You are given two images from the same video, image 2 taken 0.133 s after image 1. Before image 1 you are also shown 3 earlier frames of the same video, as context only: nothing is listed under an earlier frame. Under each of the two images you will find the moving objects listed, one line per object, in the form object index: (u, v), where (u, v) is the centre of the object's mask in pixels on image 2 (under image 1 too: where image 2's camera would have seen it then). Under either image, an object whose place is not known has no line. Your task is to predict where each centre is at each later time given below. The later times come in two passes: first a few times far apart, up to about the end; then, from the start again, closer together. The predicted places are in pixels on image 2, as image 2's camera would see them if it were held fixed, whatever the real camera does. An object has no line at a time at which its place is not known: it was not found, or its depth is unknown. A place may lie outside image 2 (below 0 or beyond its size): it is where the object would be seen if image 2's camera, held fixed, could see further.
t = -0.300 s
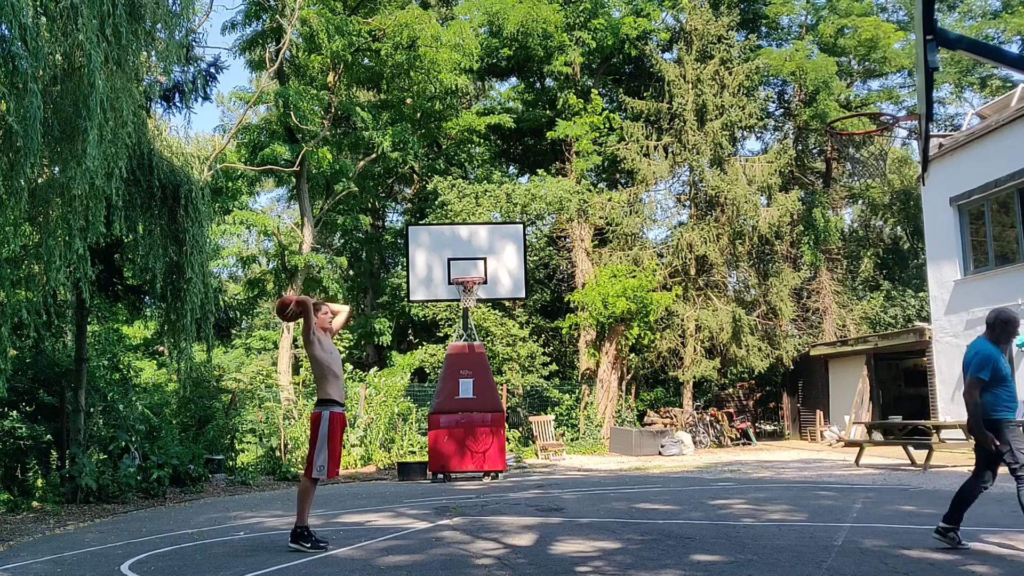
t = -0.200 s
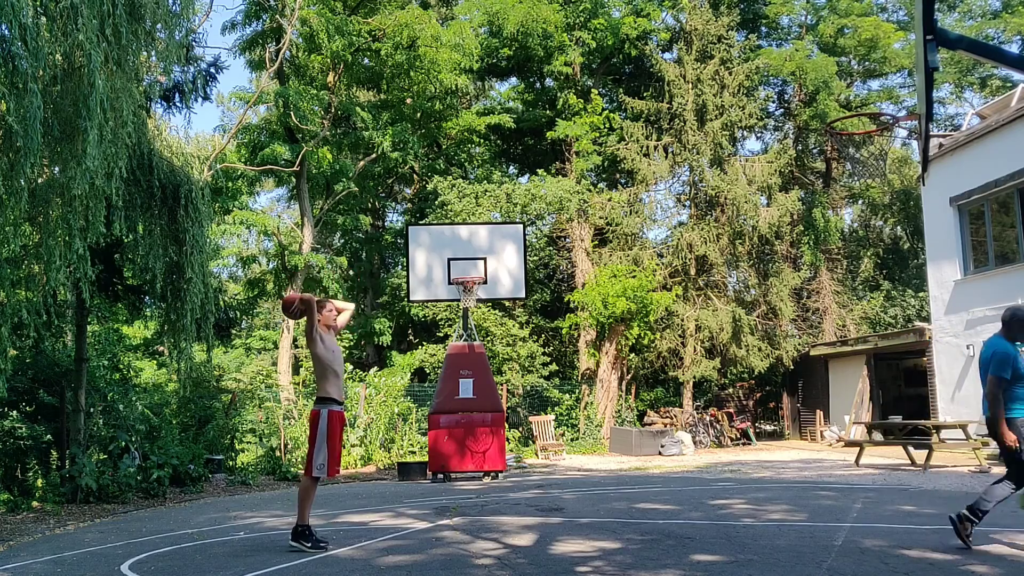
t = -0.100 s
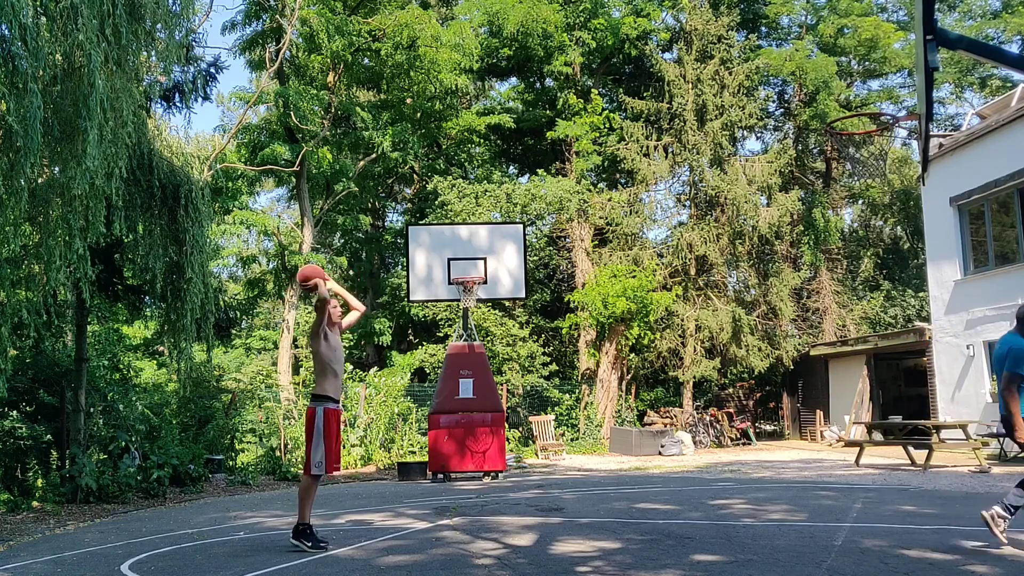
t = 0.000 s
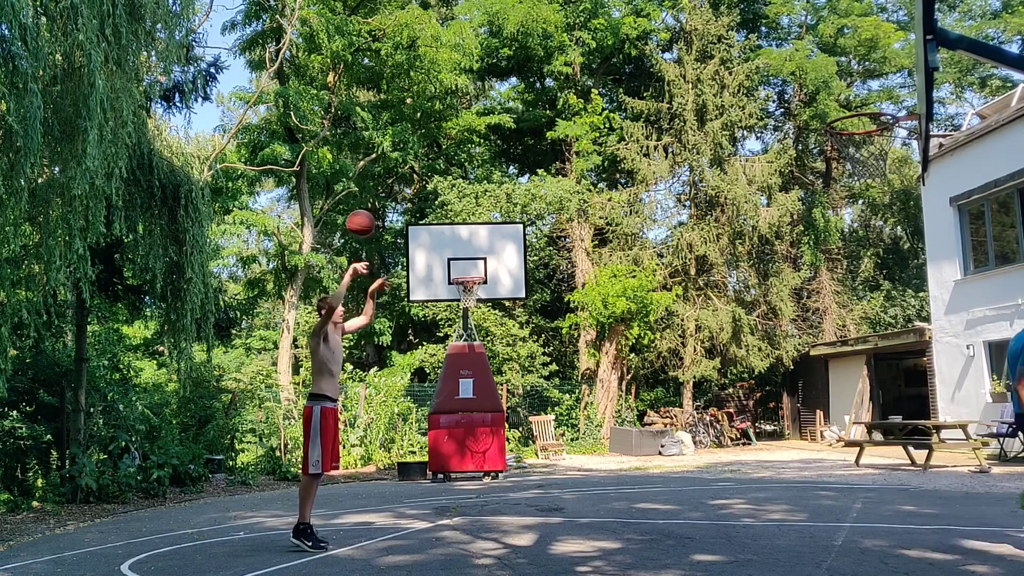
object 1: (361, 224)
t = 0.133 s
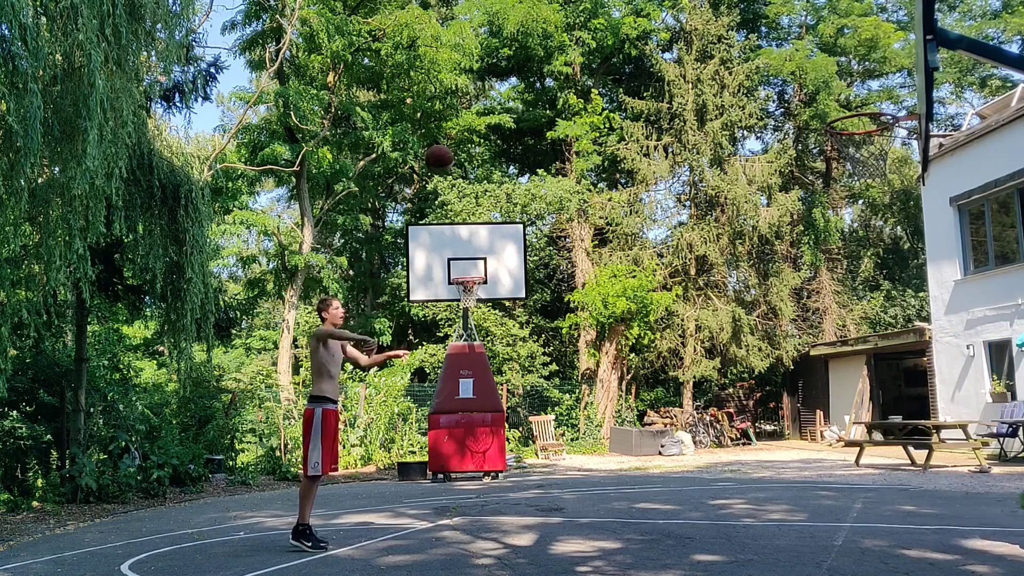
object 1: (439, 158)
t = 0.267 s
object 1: (523, 111)
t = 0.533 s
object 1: (712, 73)
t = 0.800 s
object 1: (901, 71)
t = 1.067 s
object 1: (810, 49)
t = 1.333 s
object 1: (723, 129)
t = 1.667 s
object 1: (615, 388)
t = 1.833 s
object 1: (563, 561)
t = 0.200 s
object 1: (481, 133)
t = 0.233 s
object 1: (502, 121)
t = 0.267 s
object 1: (523, 111)
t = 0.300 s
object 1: (545, 101)
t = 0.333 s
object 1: (567, 94)
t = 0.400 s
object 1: (613, 81)
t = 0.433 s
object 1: (638, 77)
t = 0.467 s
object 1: (662, 74)
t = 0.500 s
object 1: (687, 73)
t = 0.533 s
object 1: (712, 73)
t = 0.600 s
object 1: (767, 77)
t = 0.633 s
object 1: (794, 82)
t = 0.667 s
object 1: (823, 88)
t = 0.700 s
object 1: (852, 96)
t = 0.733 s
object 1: (869, 90)
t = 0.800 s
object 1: (901, 71)
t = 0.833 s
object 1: (892, 63)
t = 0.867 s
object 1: (880, 57)
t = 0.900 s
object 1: (868, 52)
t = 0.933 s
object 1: (856, 48)
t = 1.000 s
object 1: (833, 46)
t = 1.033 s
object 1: (821, 47)
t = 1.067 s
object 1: (810, 49)
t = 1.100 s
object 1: (799, 54)
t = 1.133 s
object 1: (788, 60)
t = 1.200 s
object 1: (766, 76)
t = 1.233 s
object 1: (755, 87)
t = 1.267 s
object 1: (744, 100)
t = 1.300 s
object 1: (734, 113)
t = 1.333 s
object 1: (723, 129)
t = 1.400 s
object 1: (700, 166)
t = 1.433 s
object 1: (689, 187)
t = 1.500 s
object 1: (668, 235)
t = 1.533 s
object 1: (656, 262)
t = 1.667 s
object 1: (615, 388)
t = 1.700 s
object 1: (604, 425)
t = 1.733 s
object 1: (593, 465)
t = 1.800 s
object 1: (571, 551)
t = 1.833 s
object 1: (563, 561)
